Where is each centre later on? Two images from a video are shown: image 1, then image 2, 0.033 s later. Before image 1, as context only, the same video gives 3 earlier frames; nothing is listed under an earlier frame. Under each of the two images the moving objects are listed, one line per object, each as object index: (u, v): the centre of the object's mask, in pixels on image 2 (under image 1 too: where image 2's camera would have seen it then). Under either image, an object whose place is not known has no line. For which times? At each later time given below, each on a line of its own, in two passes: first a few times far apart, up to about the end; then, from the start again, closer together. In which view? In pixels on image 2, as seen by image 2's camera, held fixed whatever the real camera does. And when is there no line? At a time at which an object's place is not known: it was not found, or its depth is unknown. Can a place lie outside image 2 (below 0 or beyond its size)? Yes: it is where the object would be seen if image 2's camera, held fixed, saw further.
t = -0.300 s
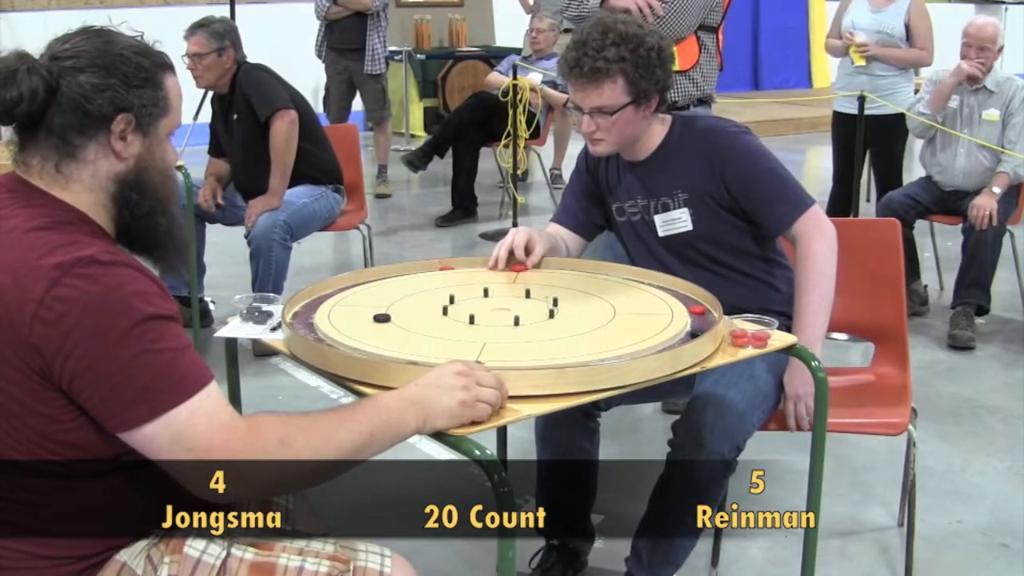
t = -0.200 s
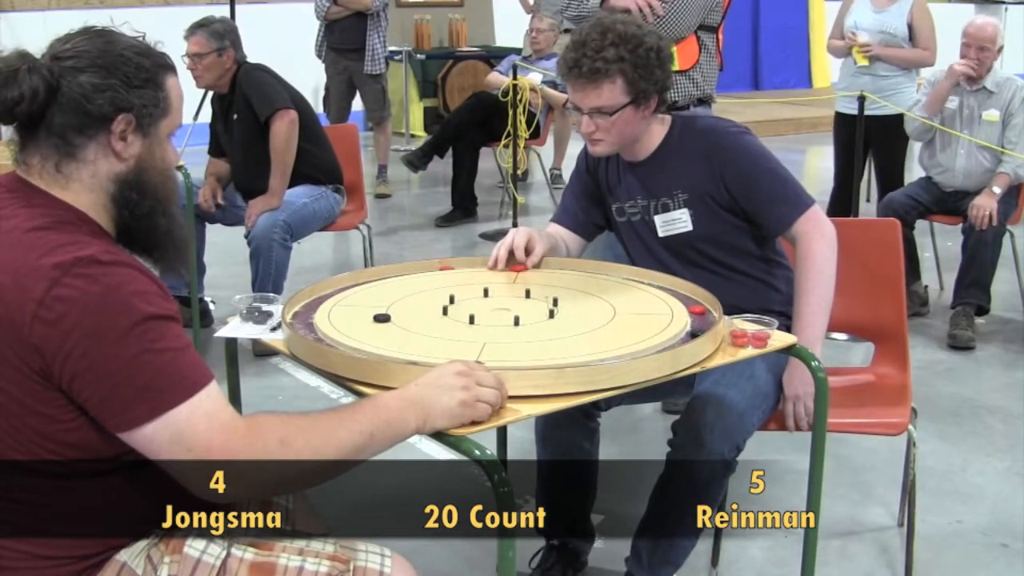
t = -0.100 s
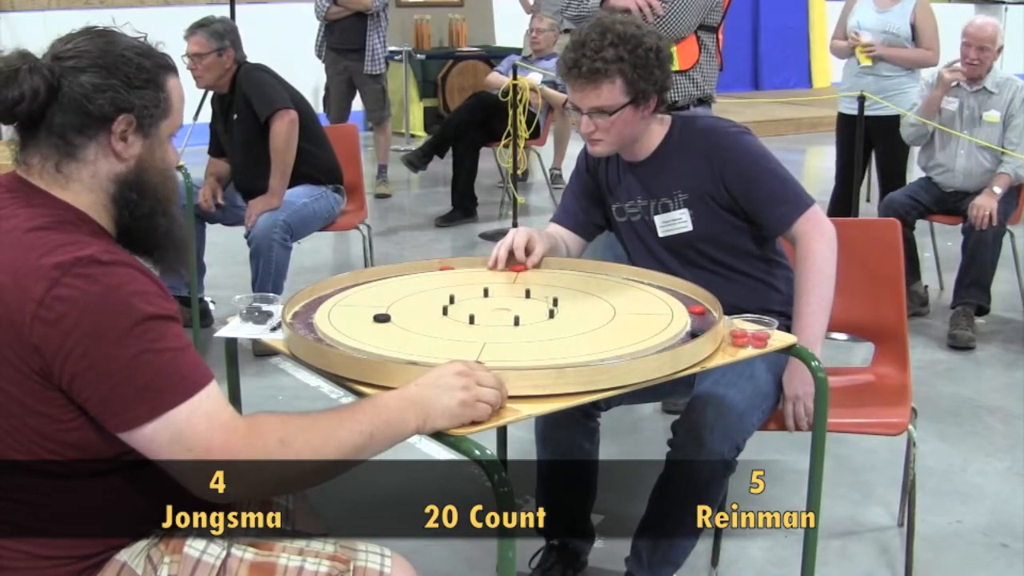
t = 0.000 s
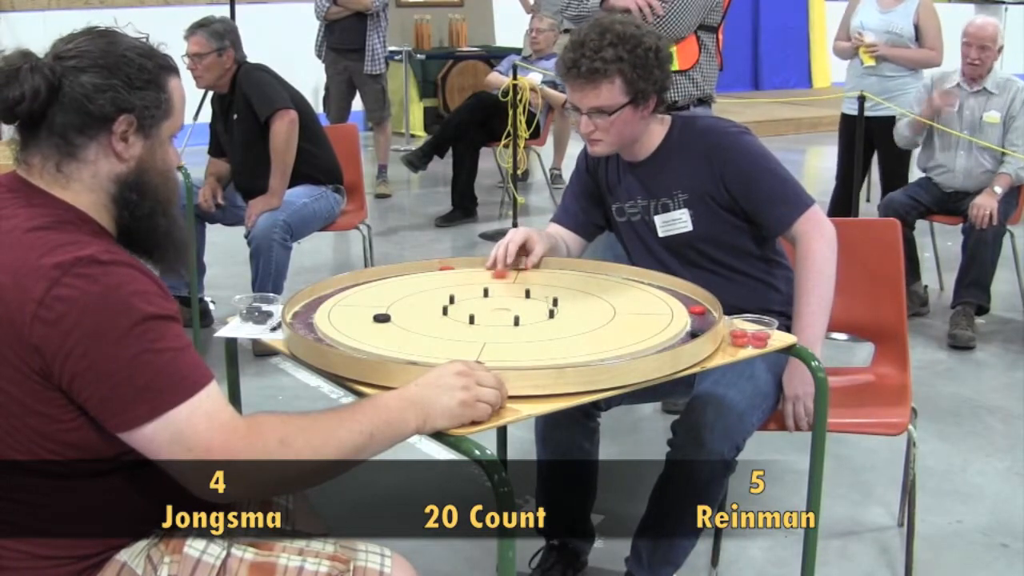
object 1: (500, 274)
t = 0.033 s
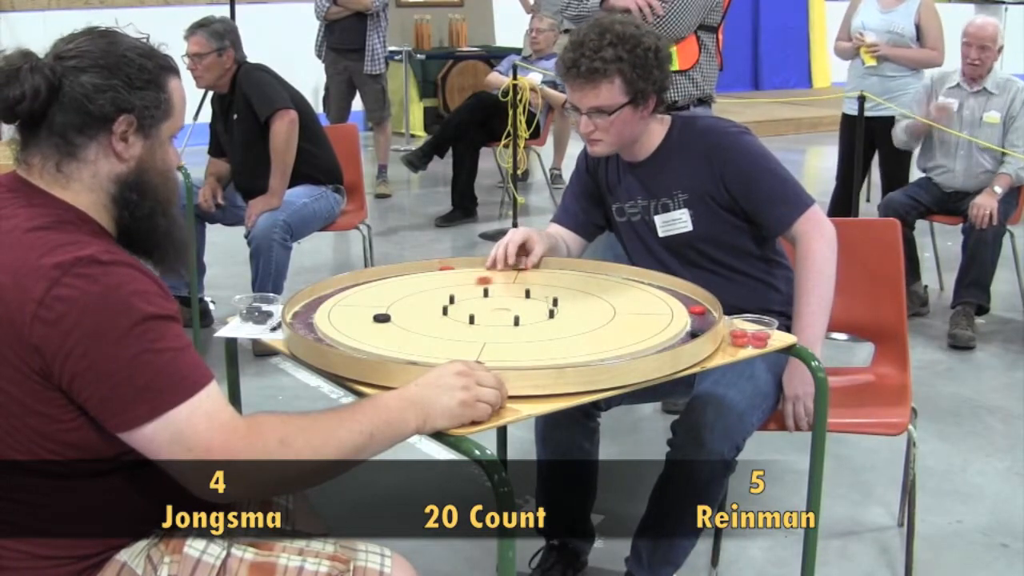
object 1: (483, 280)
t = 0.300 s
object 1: (387, 315)
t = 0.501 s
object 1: (386, 315)
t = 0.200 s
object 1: (403, 310)
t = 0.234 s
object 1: (391, 314)
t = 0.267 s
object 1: (389, 314)
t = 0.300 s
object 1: (387, 315)
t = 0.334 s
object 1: (386, 315)
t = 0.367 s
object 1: (386, 315)
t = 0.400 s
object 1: (386, 315)
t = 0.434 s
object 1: (386, 315)
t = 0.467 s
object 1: (386, 315)
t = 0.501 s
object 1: (386, 315)
